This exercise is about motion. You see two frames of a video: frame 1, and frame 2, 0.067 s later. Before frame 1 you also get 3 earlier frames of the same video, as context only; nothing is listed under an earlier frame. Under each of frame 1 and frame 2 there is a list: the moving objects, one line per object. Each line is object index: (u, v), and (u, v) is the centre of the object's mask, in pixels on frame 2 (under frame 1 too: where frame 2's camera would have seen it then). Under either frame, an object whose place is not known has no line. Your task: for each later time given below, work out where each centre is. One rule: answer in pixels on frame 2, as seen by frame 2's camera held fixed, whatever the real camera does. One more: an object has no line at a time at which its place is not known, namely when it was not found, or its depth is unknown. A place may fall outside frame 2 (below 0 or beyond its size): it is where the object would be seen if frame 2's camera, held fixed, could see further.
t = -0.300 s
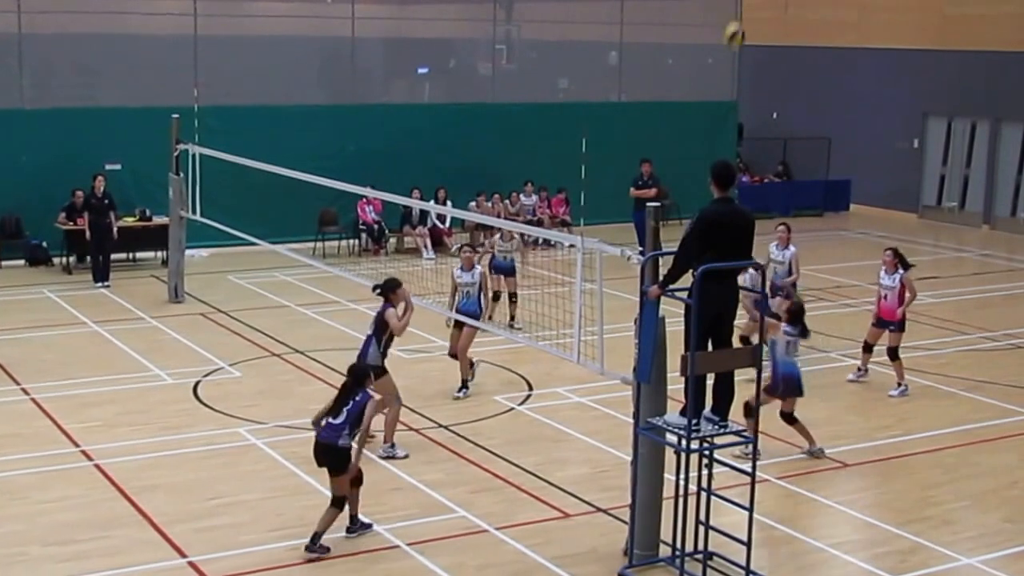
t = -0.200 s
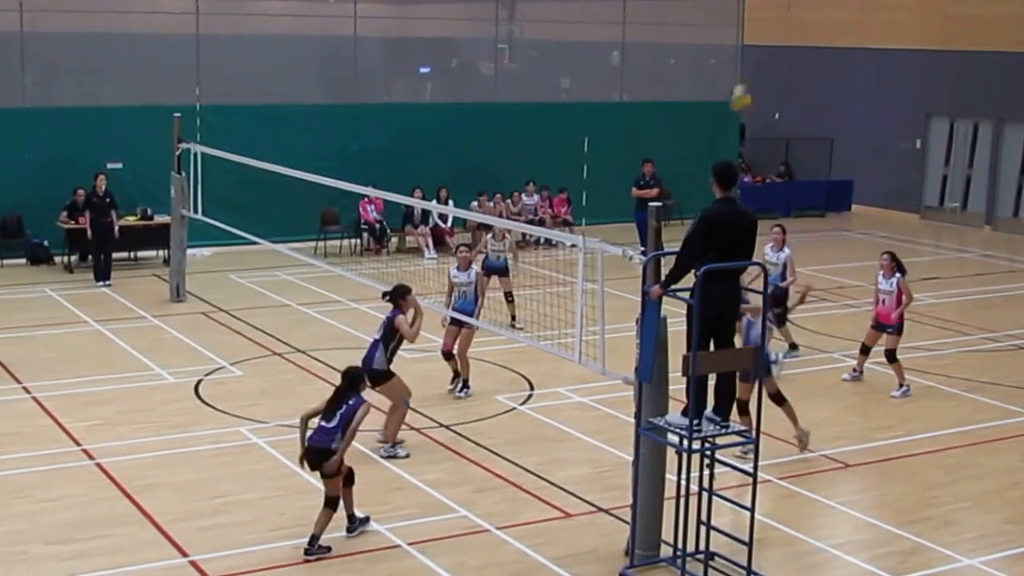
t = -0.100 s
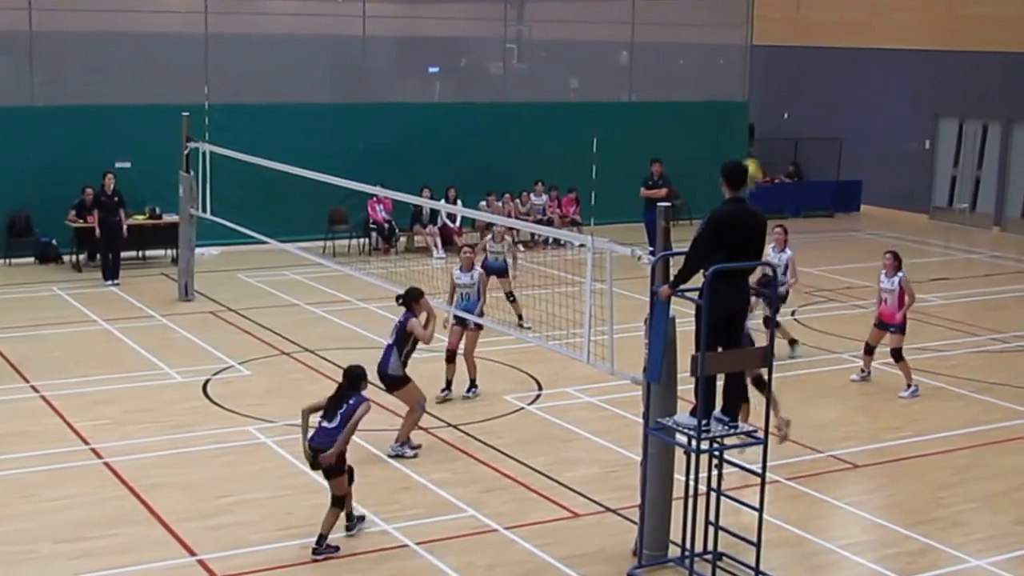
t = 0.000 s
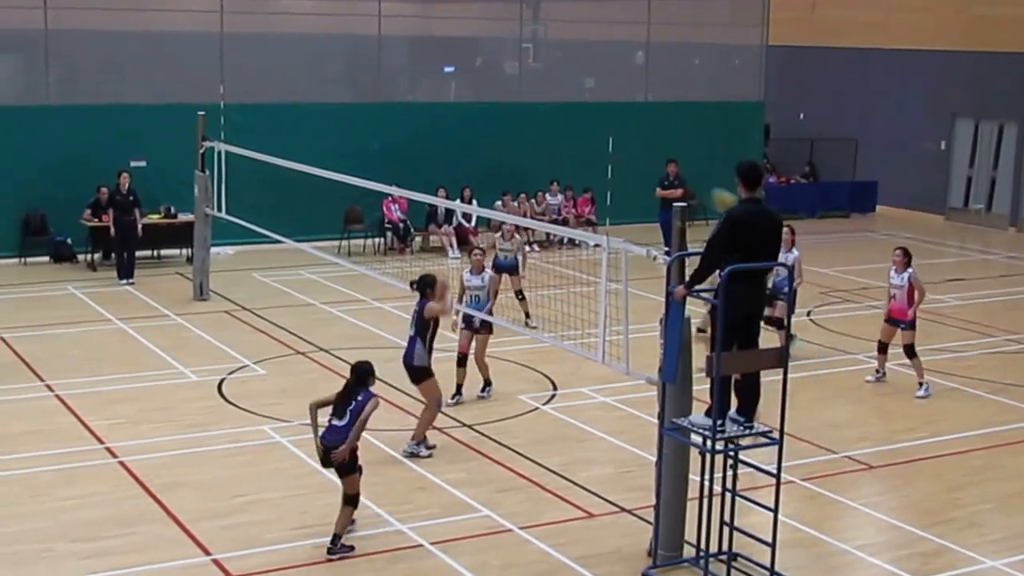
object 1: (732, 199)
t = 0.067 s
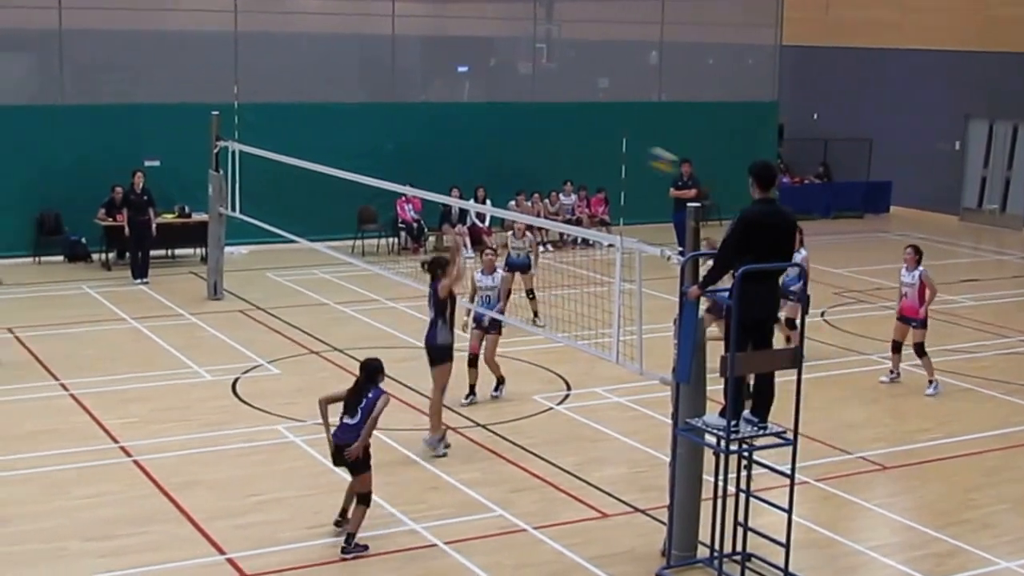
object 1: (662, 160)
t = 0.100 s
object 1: (626, 141)
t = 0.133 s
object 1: (588, 124)
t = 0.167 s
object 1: (551, 109)
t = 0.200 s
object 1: (518, 97)
